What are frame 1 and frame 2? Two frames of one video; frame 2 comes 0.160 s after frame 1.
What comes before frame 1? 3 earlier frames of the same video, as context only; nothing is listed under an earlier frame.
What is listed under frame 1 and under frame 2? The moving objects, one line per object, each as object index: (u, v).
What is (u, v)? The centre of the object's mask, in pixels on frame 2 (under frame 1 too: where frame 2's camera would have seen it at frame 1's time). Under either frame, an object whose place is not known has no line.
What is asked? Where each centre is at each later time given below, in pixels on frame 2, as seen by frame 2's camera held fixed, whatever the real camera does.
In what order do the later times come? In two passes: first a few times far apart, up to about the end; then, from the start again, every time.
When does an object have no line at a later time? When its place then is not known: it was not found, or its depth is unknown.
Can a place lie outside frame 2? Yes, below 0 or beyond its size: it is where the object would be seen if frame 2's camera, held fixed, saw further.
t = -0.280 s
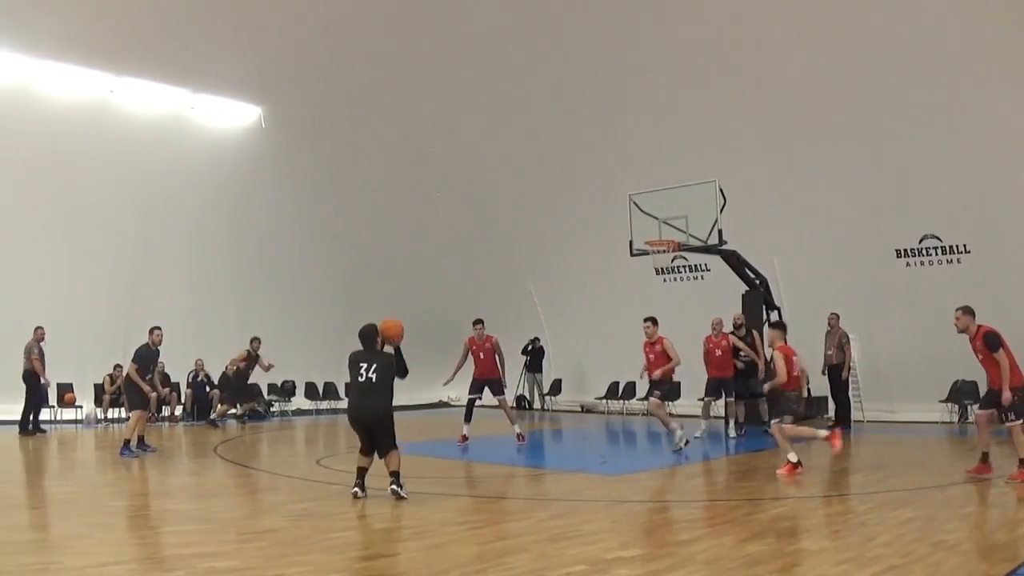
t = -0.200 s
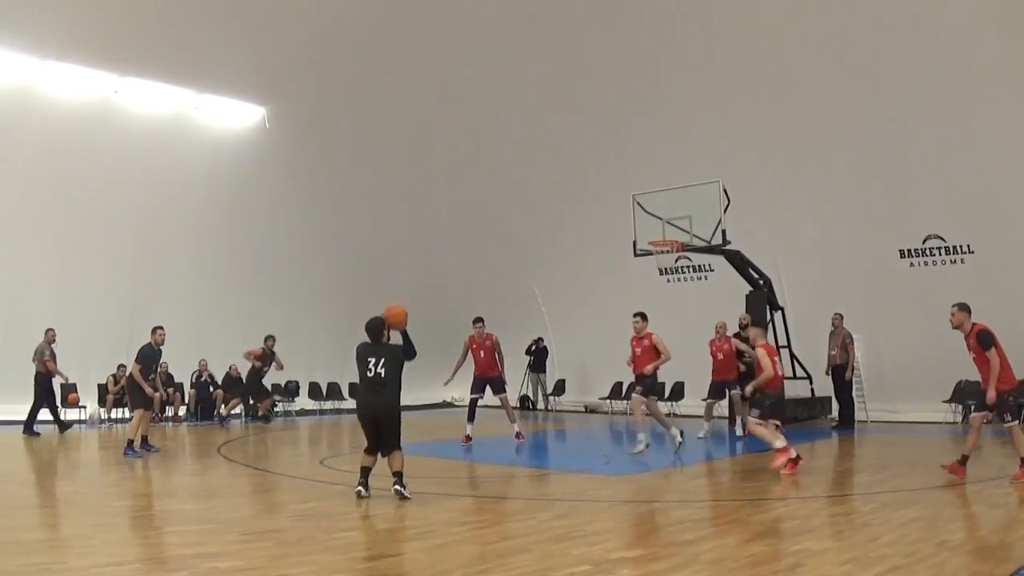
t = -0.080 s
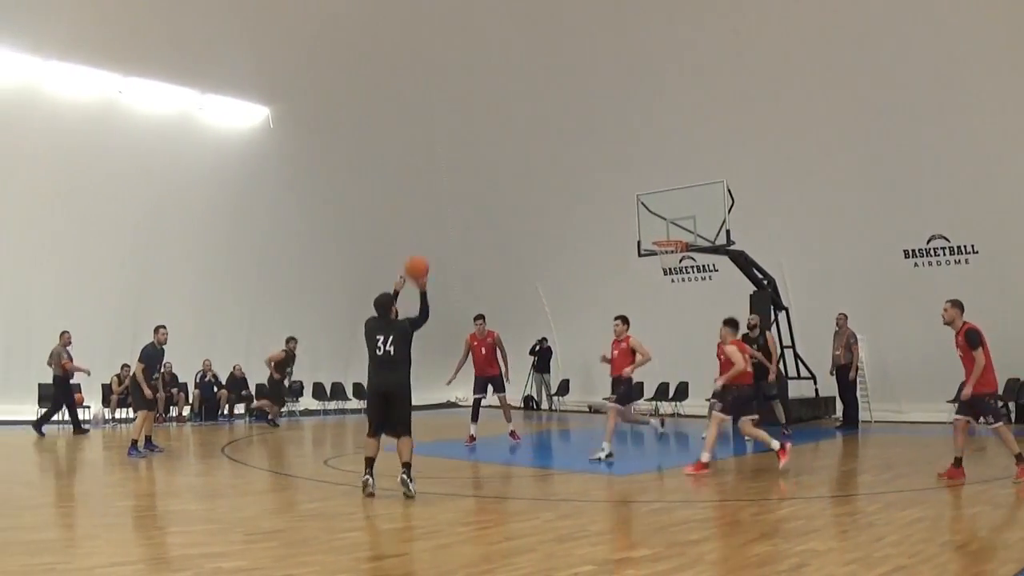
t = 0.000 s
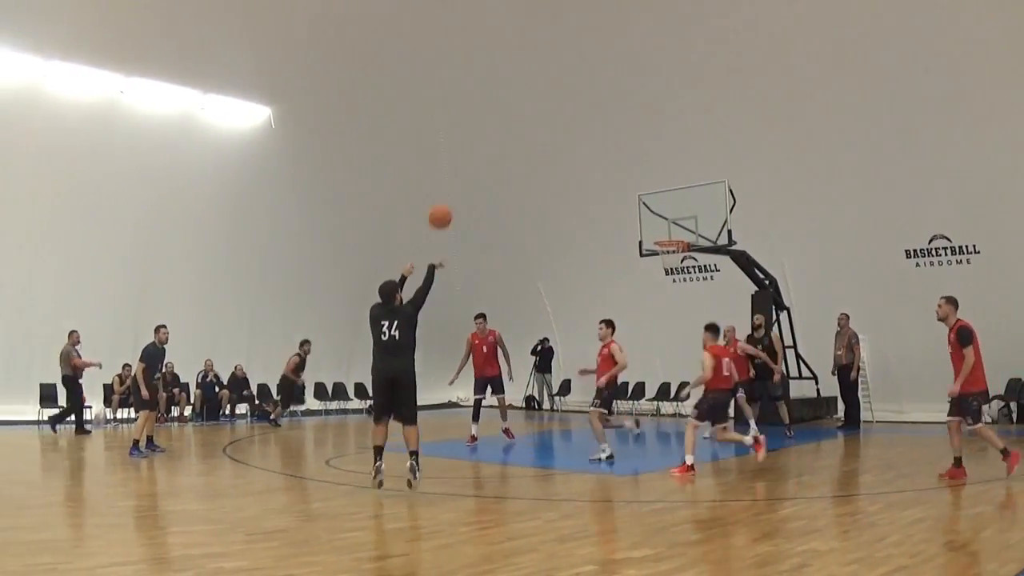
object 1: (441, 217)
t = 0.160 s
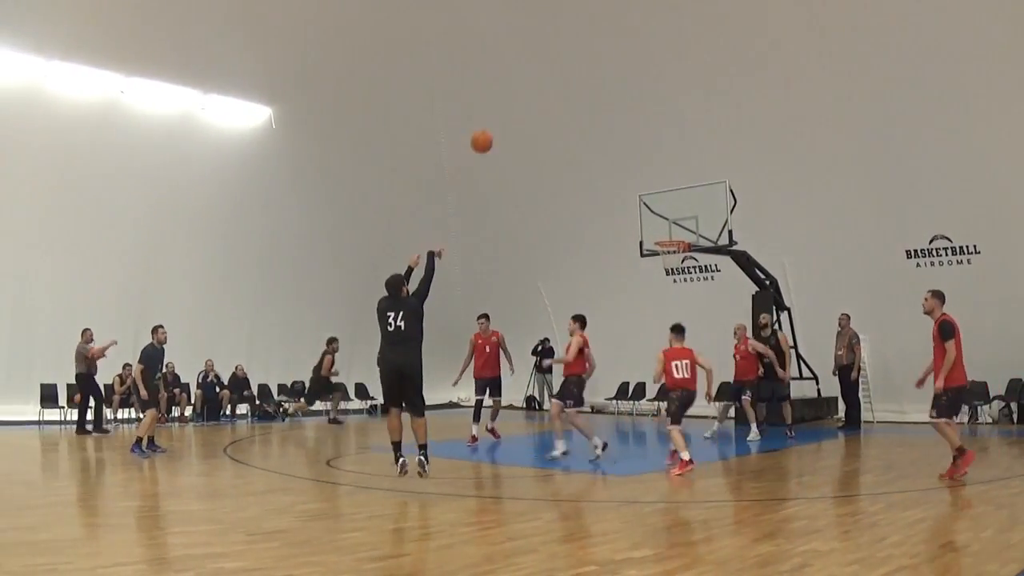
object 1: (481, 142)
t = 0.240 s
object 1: (500, 117)
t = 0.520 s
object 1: (552, 82)
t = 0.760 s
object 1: (588, 97)
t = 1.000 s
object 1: (621, 146)
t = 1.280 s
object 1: (656, 236)
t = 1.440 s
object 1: (670, 225)
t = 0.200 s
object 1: (491, 128)
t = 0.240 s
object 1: (500, 117)
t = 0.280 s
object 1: (508, 108)
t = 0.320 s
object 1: (516, 99)
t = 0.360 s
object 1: (524, 93)
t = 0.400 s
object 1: (531, 88)
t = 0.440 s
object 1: (538, 85)
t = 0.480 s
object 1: (545, 83)
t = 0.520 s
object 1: (552, 82)
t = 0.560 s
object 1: (558, 82)
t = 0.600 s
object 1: (564, 83)
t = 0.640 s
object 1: (571, 85)
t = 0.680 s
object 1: (577, 88)
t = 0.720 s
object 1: (582, 92)
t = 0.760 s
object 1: (588, 97)
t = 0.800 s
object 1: (594, 103)
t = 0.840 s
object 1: (600, 110)
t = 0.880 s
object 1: (605, 118)
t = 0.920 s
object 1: (610, 127)
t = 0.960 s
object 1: (615, 136)
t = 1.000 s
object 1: (621, 146)
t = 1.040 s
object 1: (626, 157)
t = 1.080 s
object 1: (632, 167)
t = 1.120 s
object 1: (637, 181)
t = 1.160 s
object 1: (642, 194)
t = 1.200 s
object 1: (647, 208)
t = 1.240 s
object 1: (652, 223)
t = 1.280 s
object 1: (656, 236)
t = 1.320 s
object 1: (659, 232)
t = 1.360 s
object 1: (663, 228)
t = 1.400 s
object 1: (667, 226)
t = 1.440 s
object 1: (670, 225)
